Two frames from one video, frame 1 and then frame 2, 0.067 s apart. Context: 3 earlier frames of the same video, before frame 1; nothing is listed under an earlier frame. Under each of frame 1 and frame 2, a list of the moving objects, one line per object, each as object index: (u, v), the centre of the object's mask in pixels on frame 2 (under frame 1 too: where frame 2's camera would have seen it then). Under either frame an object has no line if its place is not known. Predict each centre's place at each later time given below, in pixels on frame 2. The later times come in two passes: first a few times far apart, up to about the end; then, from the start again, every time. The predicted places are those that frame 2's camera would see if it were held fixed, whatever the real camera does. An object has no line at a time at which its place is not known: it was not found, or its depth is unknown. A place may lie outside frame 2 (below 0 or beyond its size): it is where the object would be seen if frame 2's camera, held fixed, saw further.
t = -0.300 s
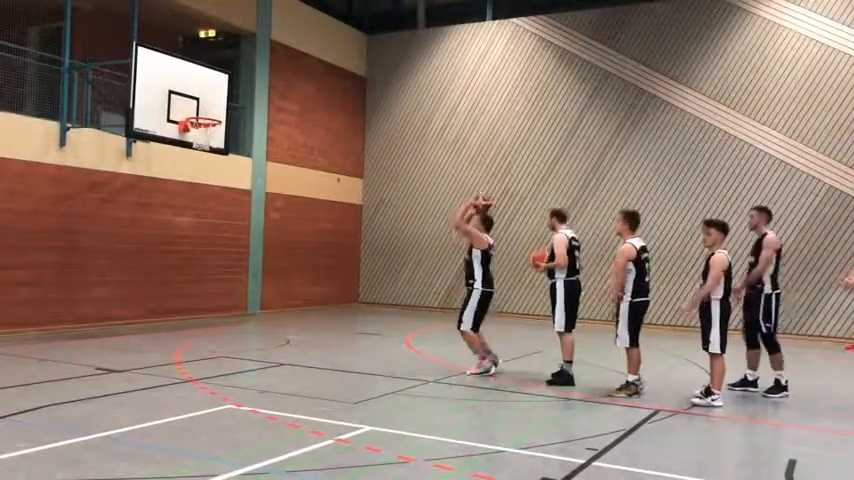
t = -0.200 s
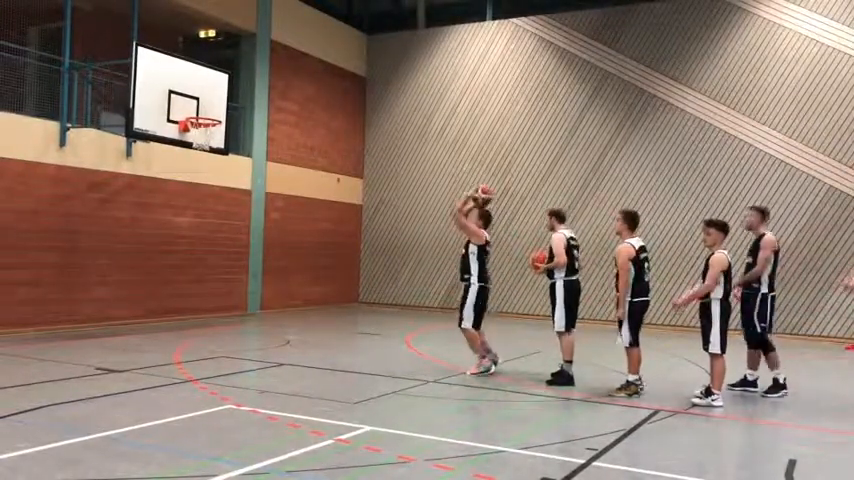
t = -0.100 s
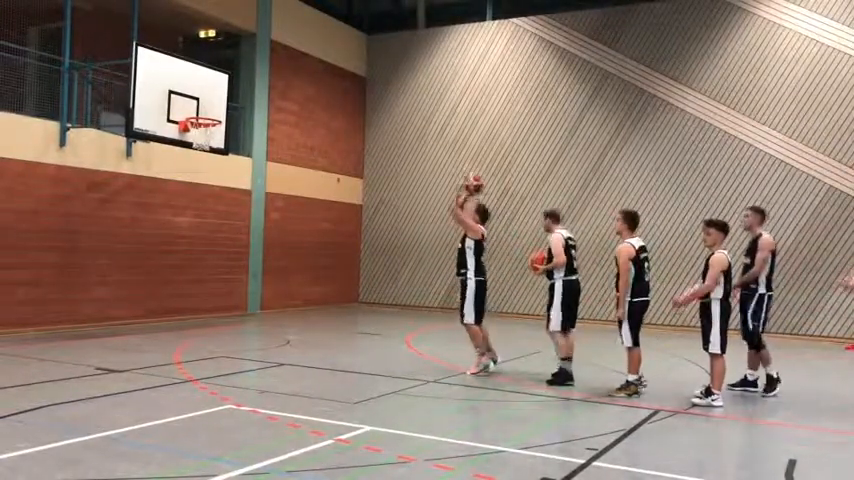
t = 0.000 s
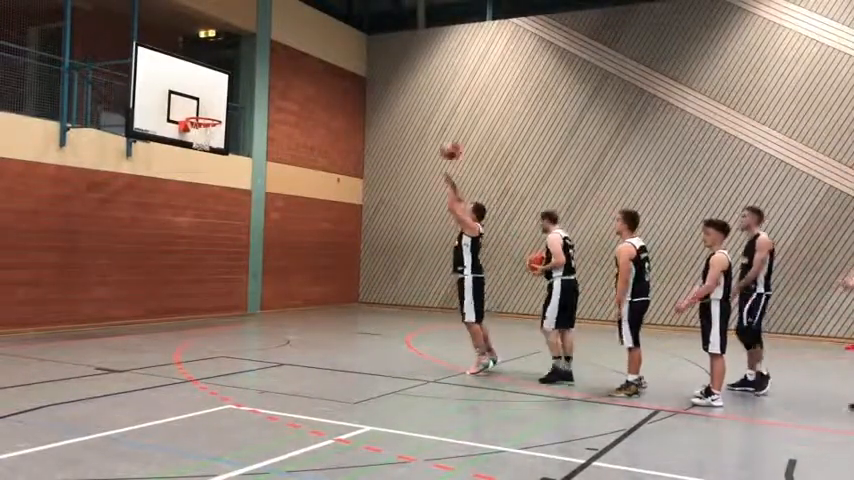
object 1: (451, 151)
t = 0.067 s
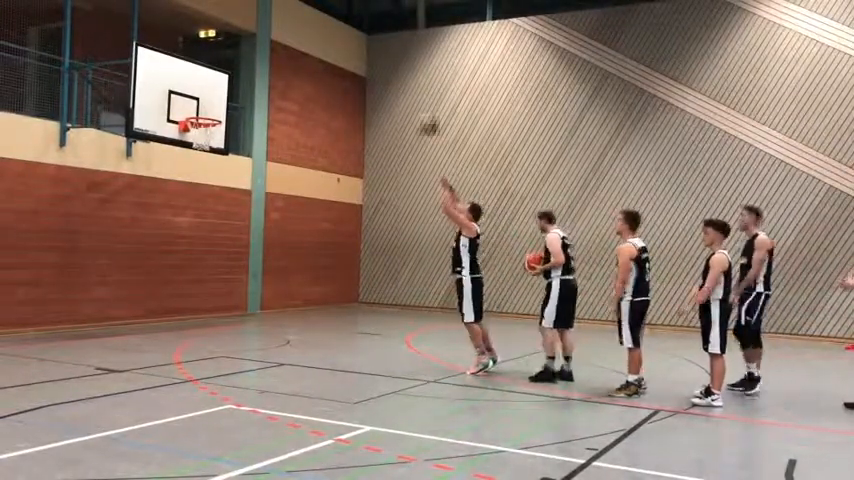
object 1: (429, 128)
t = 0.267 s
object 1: (366, 75)
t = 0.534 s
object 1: (292, 61)
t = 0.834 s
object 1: (216, 111)
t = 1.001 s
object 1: (202, 101)
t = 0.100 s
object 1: (419, 117)
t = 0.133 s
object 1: (407, 104)
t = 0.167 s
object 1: (399, 95)
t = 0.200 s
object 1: (387, 88)
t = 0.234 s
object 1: (375, 78)
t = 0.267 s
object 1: (366, 75)
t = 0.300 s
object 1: (357, 71)
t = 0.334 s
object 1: (348, 64)
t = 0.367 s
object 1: (334, 63)
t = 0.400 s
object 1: (328, 61)
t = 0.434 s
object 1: (318, 58)
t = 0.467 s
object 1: (309, 59)
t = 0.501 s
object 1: (300, 58)
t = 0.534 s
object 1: (292, 61)
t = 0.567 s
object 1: (283, 63)
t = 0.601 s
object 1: (274, 65)
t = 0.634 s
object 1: (265, 71)
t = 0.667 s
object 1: (257, 78)
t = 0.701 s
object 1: (248, 80)
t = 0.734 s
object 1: (240, 87)
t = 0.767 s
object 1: (232, 94)
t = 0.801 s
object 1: (224, 103)
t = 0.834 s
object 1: (216, 111)
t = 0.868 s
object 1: (213, 108)
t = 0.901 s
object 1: (209, 105)
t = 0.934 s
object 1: (207, 103)
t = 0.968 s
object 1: (205, 101)
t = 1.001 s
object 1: (202, 101)
